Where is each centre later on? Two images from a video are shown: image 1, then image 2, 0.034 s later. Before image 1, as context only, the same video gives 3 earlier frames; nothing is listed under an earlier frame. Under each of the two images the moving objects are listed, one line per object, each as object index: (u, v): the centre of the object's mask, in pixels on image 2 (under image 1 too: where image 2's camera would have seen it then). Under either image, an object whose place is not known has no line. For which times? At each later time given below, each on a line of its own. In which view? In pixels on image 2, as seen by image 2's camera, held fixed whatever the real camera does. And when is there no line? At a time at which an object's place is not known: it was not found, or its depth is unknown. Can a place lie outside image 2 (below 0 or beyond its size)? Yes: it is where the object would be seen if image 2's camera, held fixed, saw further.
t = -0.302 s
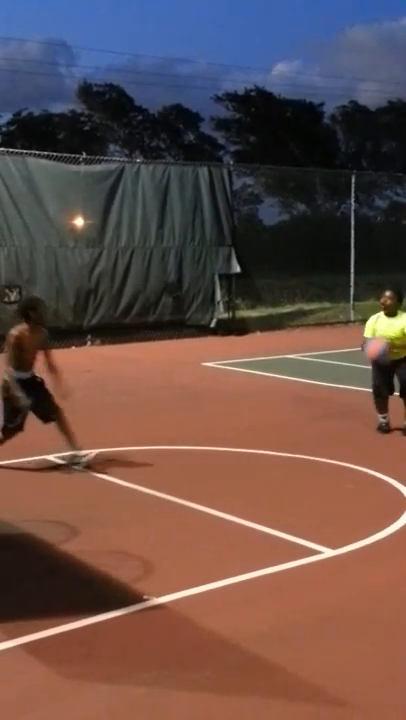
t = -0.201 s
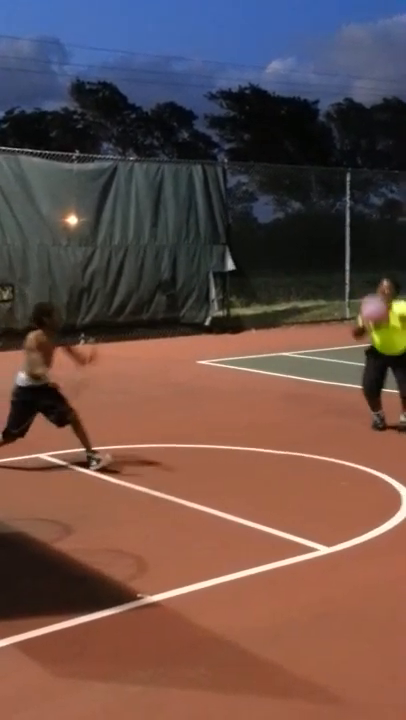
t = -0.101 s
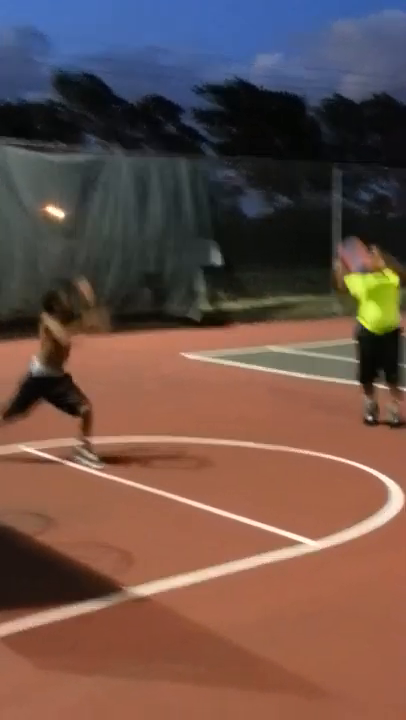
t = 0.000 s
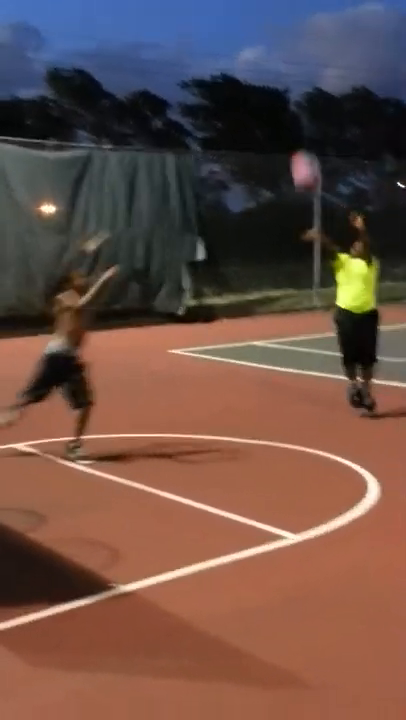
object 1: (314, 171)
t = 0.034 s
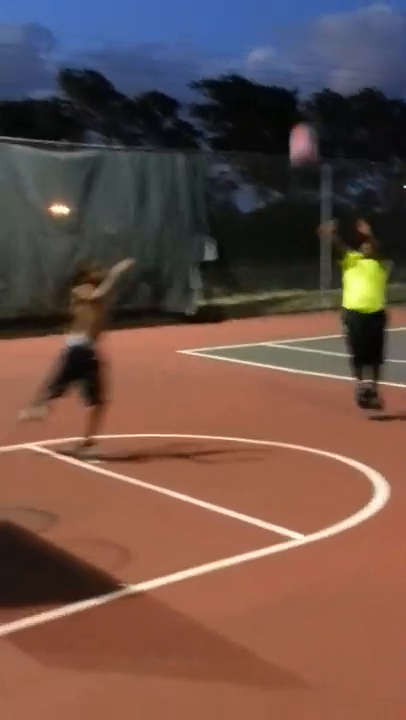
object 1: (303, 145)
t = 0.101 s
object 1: (278, 95)
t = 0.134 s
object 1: (268, 72)
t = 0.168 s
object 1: (256, 48)
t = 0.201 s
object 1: (245, 27)
